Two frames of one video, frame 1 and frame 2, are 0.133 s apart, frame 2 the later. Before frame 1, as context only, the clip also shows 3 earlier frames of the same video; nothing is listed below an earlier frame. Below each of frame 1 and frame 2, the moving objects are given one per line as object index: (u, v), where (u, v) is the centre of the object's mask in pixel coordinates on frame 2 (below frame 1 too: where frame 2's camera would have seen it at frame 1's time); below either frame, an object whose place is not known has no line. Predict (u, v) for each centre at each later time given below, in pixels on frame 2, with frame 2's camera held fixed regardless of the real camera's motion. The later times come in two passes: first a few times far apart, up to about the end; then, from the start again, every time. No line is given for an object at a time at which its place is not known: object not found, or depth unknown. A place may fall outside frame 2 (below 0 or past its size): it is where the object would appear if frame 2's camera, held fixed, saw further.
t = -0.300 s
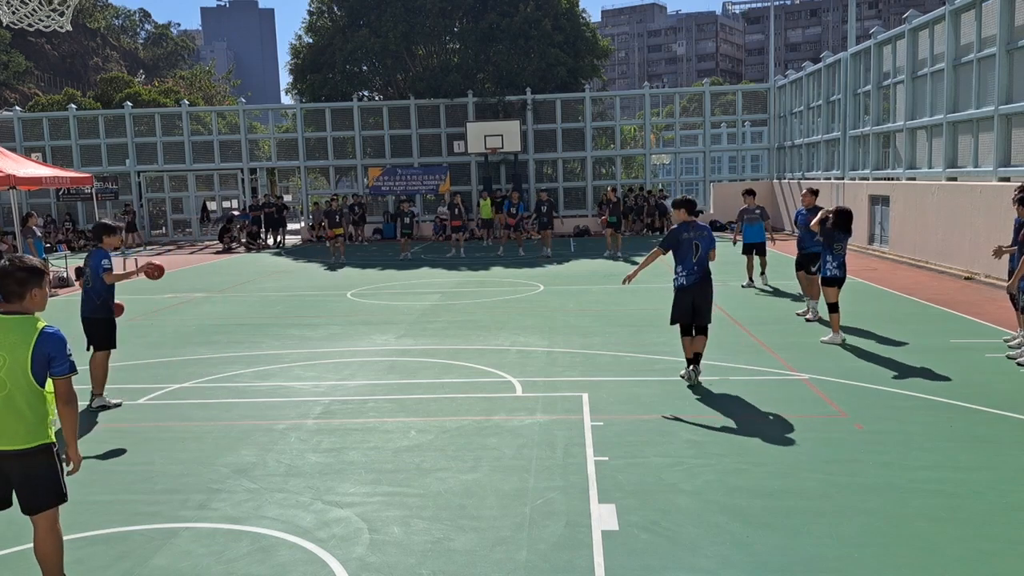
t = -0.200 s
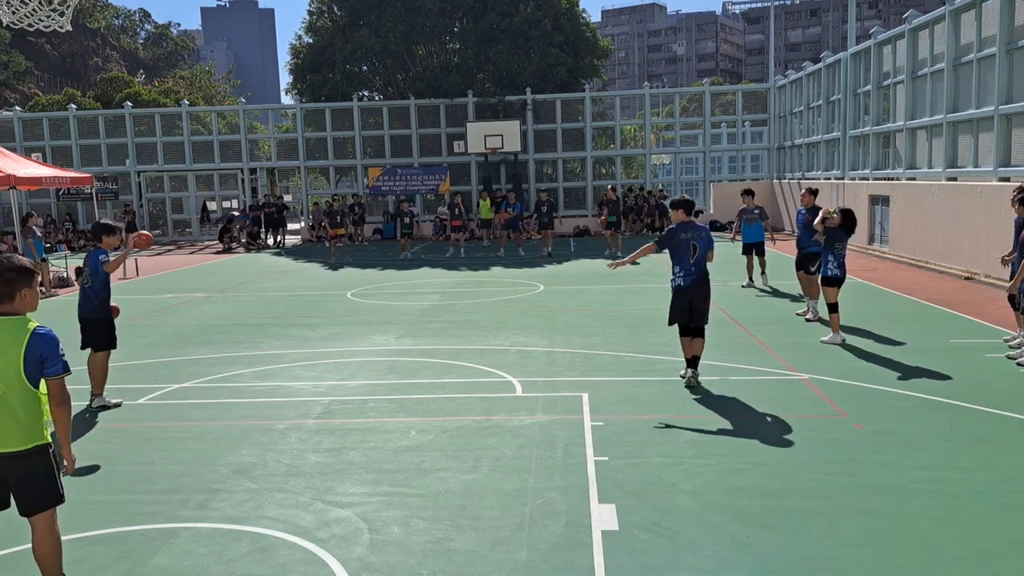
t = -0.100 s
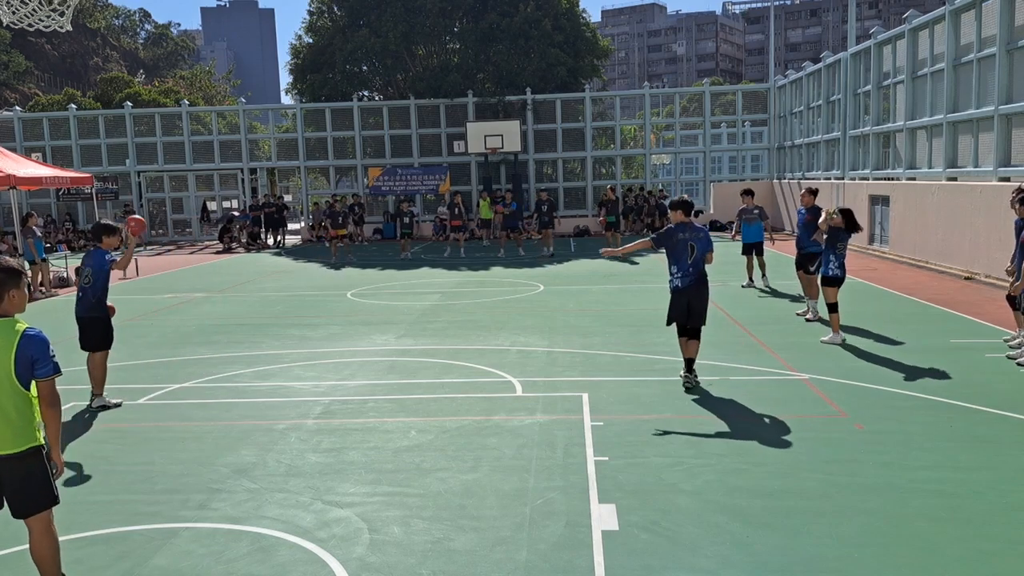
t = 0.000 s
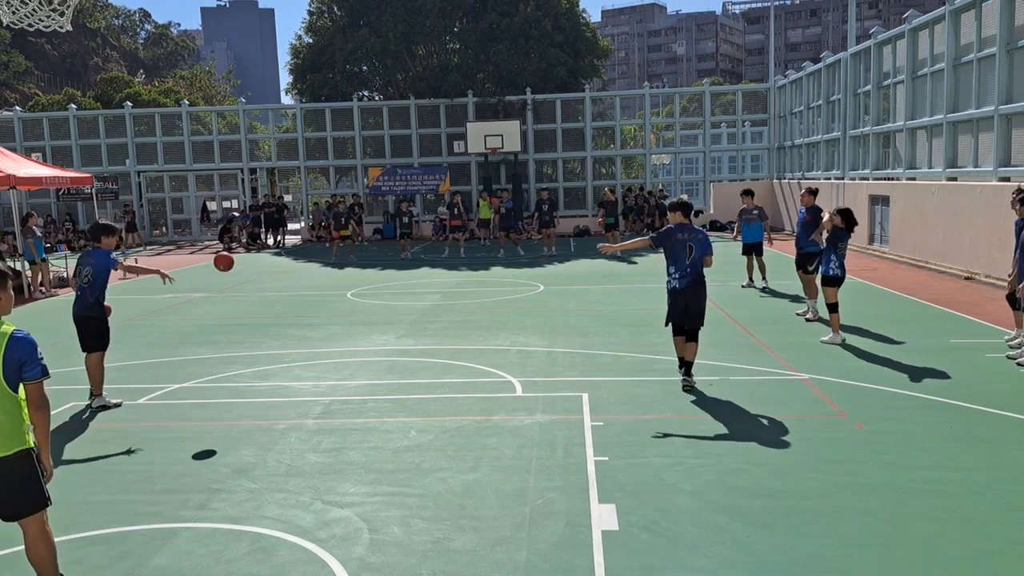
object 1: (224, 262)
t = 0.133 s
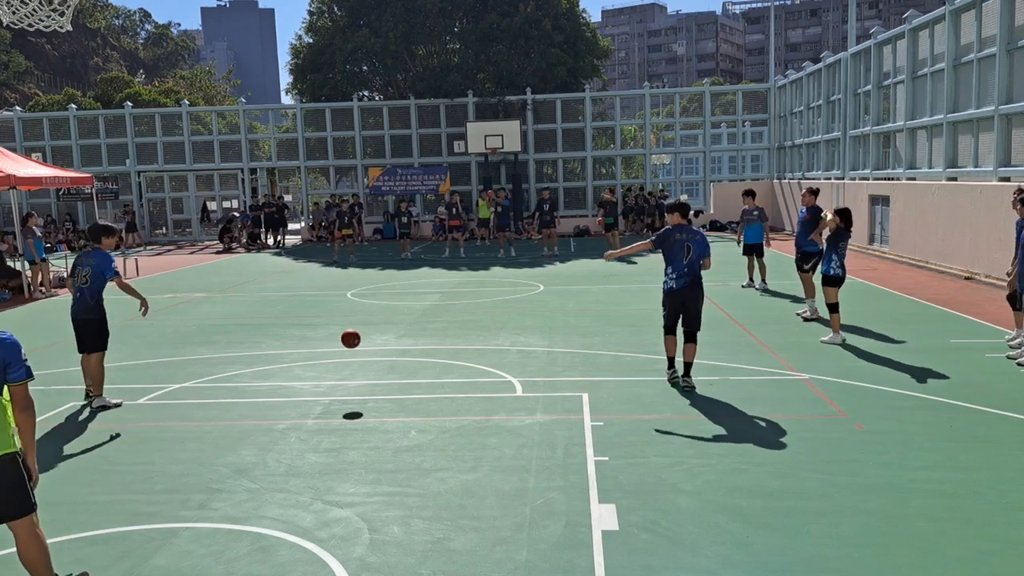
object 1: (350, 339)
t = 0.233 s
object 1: (426, 378)
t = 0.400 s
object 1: (484, 309)
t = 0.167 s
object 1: (380, 360)
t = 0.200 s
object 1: (409, 381)
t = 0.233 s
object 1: (426, 378)
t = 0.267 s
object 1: (438, 362)
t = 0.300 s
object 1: (449, 347)
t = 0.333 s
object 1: (461, 333)
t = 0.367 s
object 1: (473, 320)
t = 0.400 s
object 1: (484, 309)
